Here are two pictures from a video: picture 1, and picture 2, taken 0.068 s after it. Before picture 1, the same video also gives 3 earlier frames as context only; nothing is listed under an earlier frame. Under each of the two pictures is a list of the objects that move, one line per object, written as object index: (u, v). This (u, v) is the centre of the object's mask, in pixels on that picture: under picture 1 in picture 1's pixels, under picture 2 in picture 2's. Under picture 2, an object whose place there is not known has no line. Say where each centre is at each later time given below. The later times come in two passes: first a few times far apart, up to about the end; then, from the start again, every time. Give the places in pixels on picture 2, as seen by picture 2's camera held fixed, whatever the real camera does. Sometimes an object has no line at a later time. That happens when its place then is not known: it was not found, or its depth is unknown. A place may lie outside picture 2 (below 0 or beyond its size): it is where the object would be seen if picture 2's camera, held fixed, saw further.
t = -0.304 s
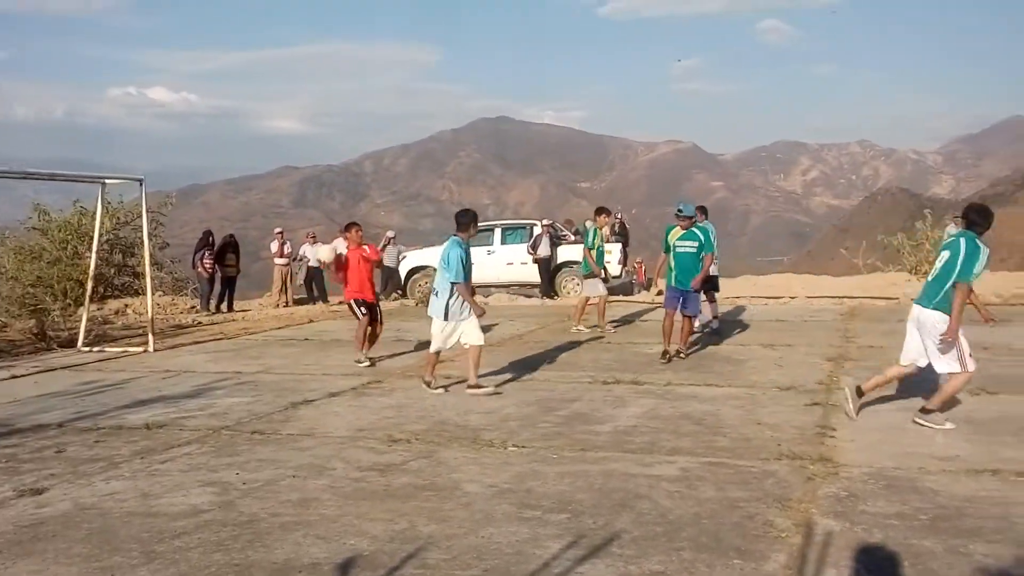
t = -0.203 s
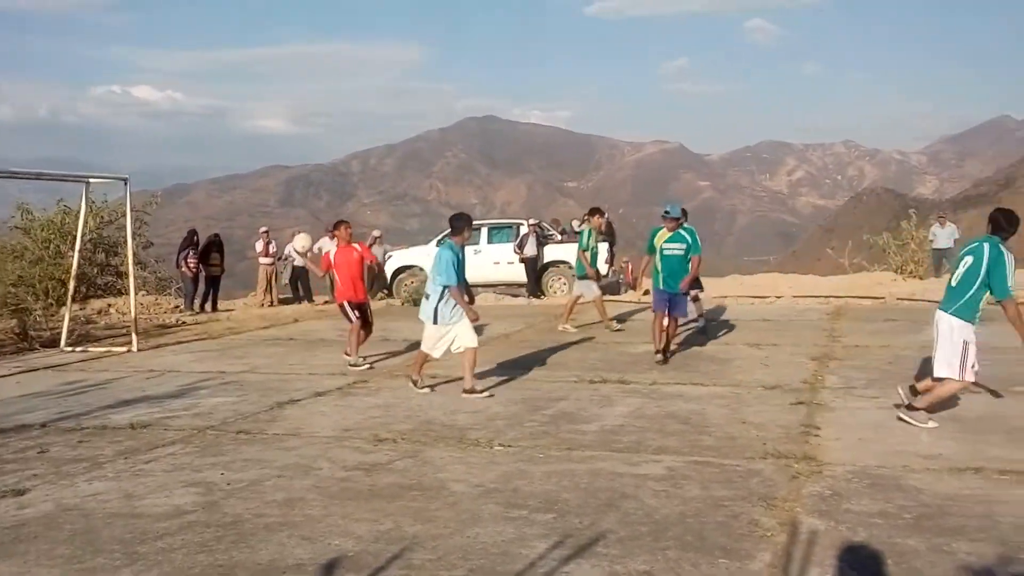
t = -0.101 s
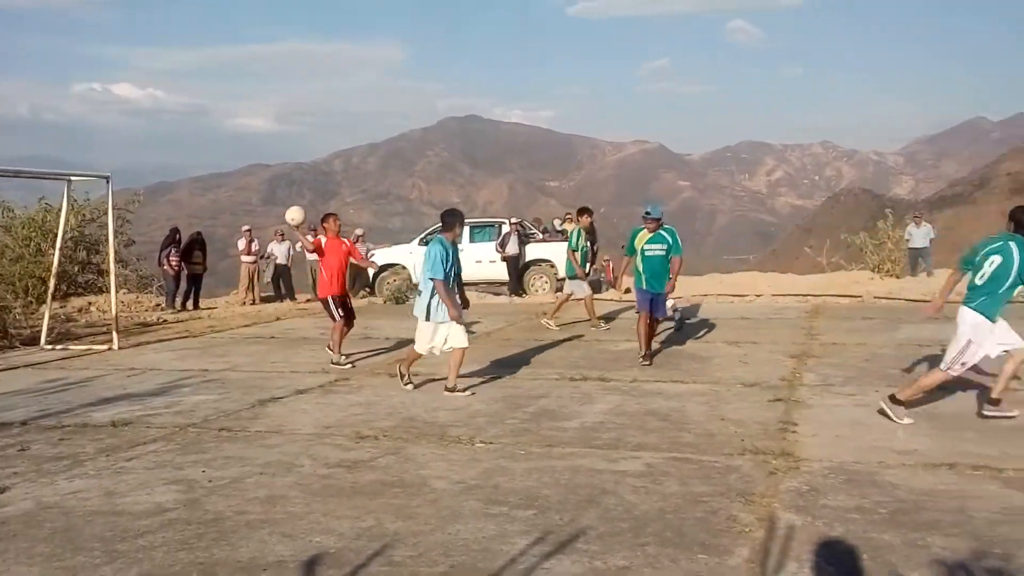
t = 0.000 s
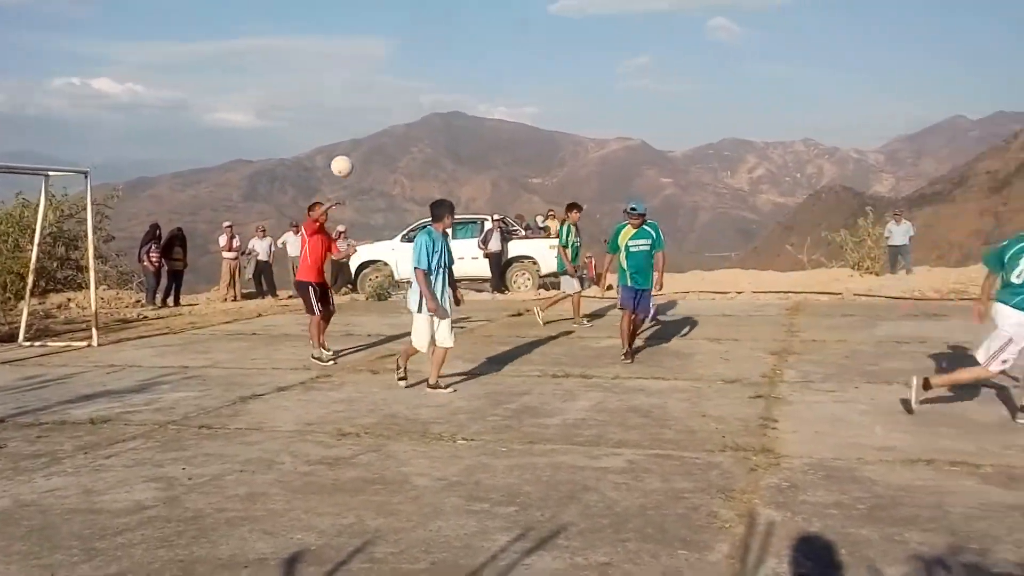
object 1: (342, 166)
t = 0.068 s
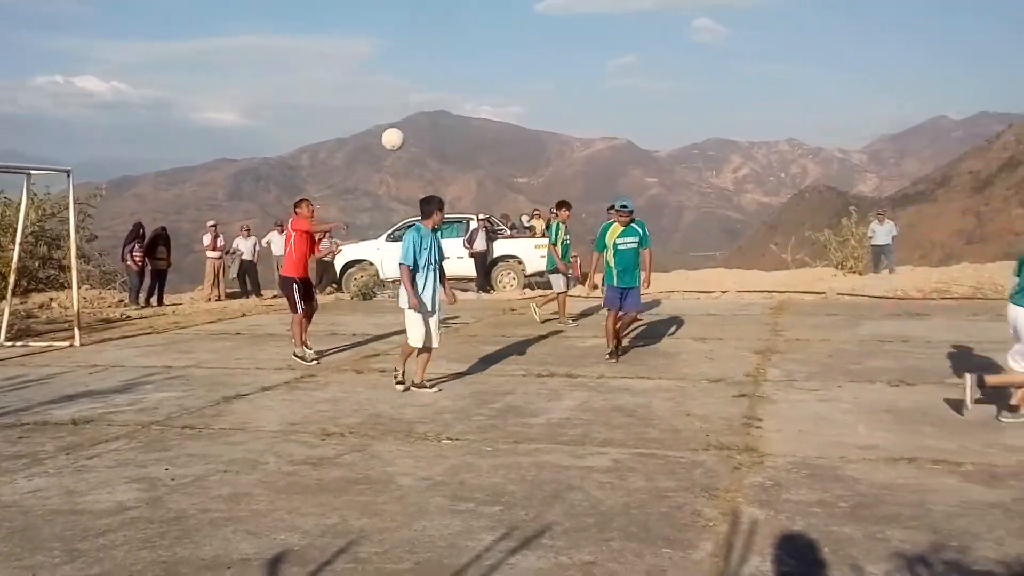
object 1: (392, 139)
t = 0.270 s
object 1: (625, 74)
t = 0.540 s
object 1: (1060, 34)
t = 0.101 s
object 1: (427, 126)
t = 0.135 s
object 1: (464, 115)
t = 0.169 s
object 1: (501, 104)
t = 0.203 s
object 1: (540, 93)
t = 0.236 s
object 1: (582, 83)
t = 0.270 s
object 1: (625, 74)
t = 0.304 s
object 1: (669, 66)
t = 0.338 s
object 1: (716, 58)
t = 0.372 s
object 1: (766, 51)
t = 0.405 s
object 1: (817, 45)
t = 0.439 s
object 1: (872, 41)
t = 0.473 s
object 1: (931, 37)
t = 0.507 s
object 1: (994, 35)
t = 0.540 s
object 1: (1060, 34)
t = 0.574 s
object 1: (1132, 35)
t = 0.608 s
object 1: (1209, 37)
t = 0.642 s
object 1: (1289, 42)
